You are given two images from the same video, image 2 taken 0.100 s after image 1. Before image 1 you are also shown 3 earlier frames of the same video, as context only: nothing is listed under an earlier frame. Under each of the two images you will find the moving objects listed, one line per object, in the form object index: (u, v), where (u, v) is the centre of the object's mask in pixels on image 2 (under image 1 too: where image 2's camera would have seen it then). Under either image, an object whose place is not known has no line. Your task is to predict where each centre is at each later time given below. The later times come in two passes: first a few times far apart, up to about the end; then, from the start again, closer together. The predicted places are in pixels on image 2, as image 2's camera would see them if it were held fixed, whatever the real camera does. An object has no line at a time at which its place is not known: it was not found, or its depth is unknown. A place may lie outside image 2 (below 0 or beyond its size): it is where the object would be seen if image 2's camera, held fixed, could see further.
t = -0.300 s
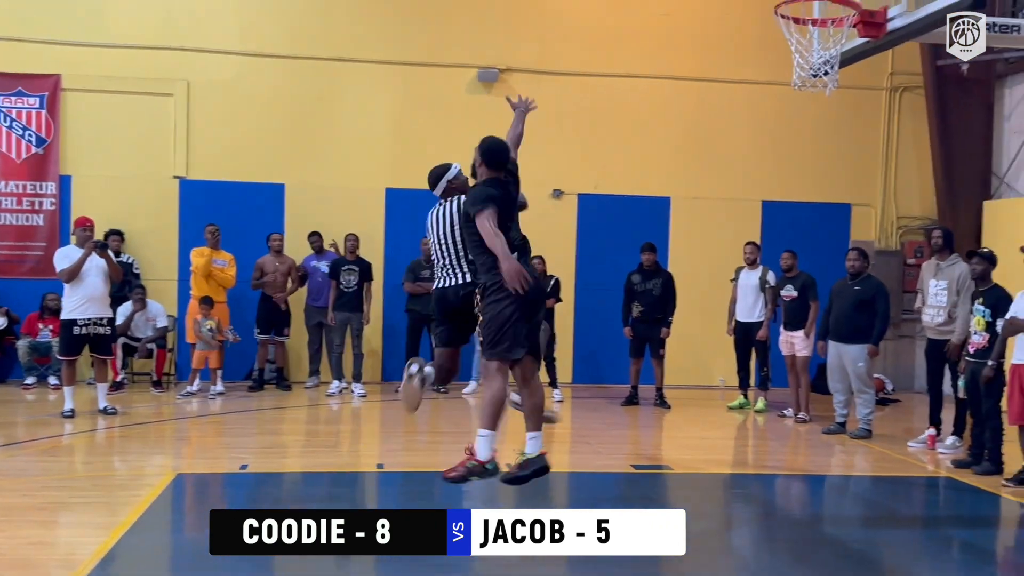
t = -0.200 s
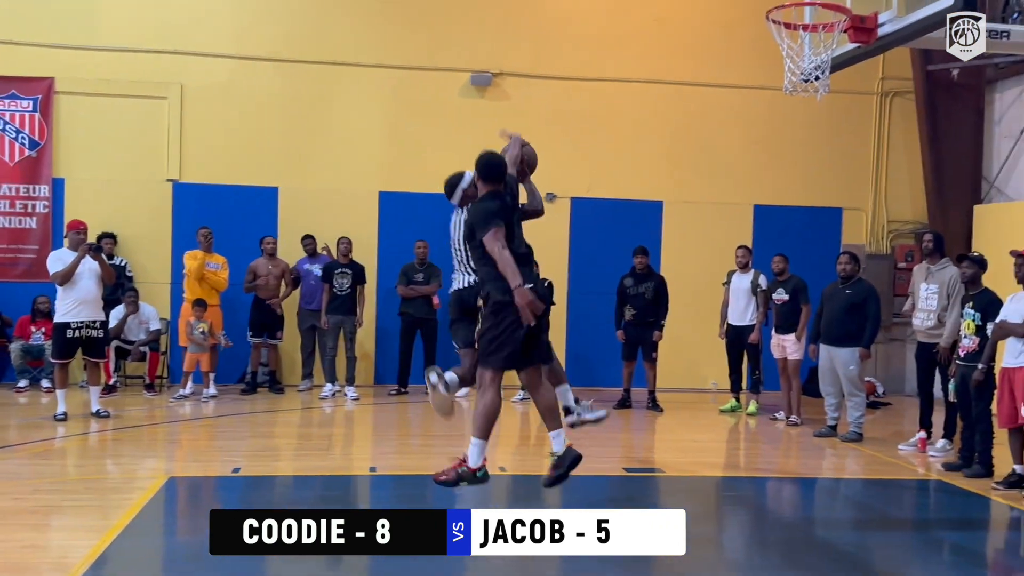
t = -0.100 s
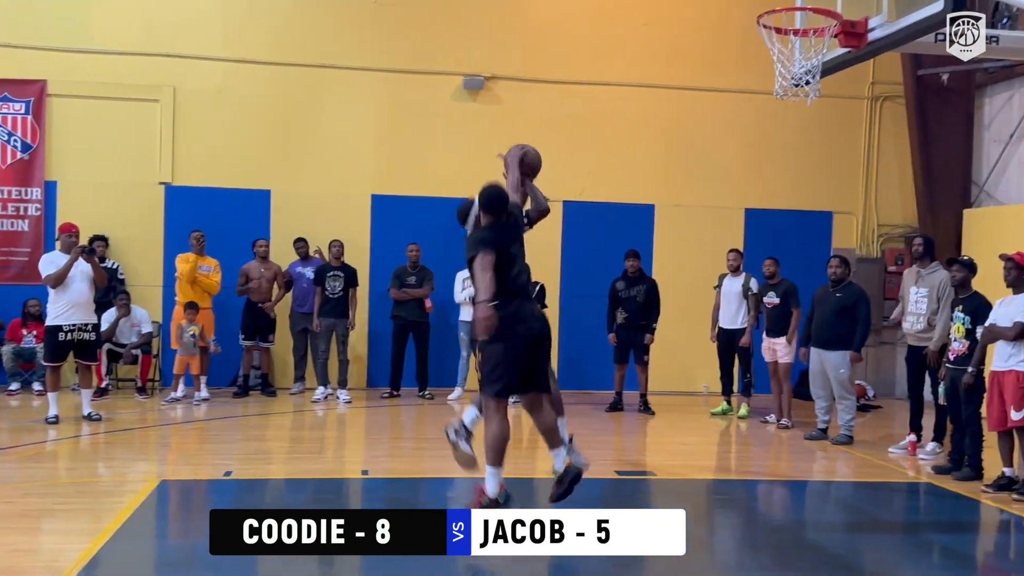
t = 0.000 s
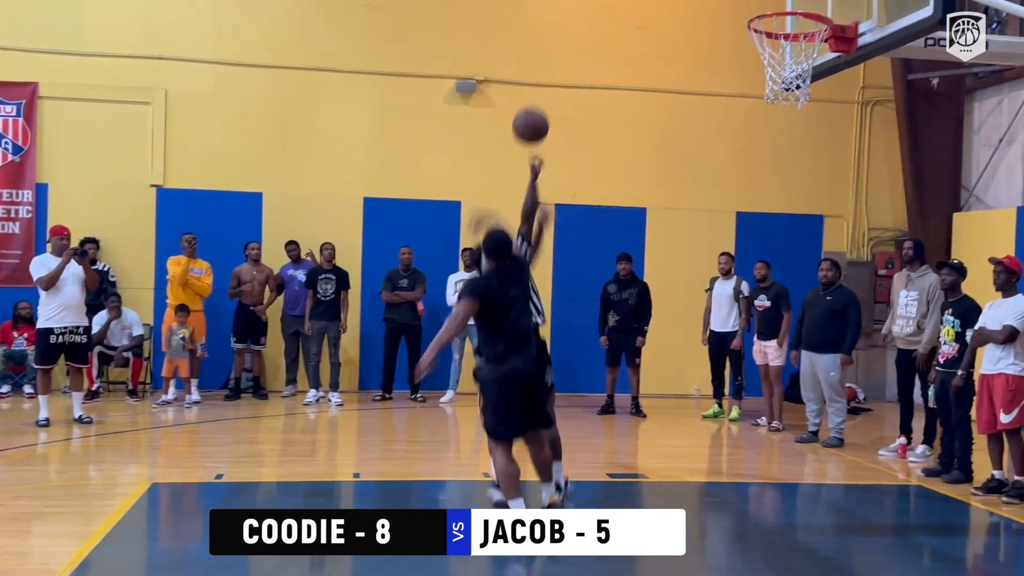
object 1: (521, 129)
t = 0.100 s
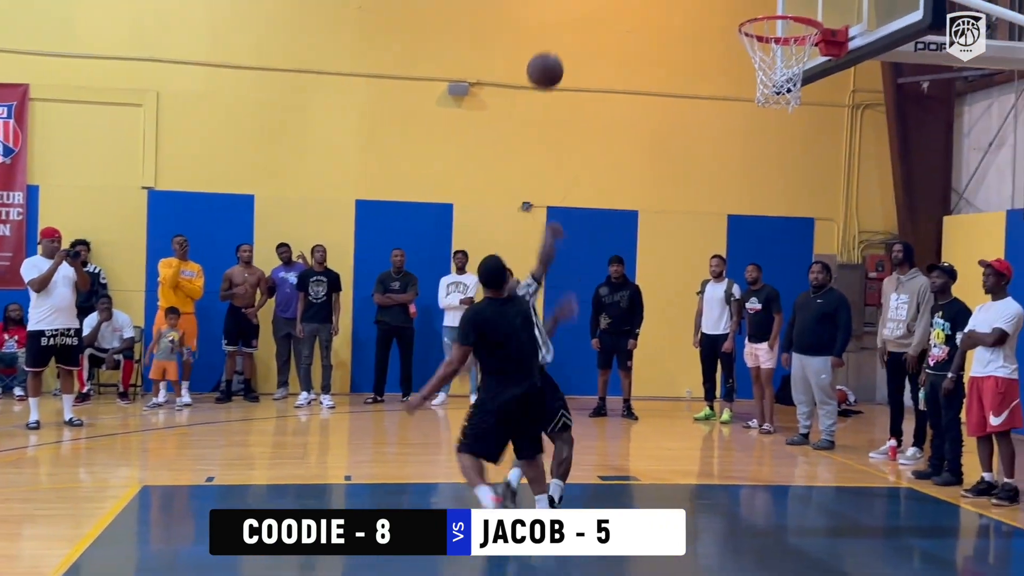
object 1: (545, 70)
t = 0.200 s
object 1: (567, 28)
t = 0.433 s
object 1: (613, -2)
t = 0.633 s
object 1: (649, 20)
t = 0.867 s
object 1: (687, 127)
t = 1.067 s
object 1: (715, 275)
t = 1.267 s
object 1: (752, 475)
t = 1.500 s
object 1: (749, 332)
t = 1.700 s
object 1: (749, 253)
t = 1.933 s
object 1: (749, 229)
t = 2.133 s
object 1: (747, 264)
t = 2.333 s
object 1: (743, 348)
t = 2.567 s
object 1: (741, 445)
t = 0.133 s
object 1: (552, 54)
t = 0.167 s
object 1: (560, 40)
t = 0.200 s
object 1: (567, 28)
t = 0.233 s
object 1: (573, 17)
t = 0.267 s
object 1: (580, 10)
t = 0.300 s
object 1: (587, 6)
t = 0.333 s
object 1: (594, 3)
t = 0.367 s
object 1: (600, 0)
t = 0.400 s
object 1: (607, -1)
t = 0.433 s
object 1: (613, -2)
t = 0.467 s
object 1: (620, -2)
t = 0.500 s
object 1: (626, -2)
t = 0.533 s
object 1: (632, 0)
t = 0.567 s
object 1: (638, 3)
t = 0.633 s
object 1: (649, 20)
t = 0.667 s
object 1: (655, 31)
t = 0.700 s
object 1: (661, 43)
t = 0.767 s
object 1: (672, 72)
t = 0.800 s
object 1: (678, 89)
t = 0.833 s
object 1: (684, 107)
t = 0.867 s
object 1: (687, 127)
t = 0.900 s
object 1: (691, 149)
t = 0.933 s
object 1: (695, 171)
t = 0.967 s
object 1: (701, 195)
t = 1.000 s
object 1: (707, 220)
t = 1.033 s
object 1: (715, 246)
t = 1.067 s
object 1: (715, 275)
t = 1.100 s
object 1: (720, 306)
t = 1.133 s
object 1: (724, 341)
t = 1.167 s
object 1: (729, 369)
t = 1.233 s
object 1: (741, 440)
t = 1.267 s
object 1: (752, 475)
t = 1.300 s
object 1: (756, 477)
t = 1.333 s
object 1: (750, 449)
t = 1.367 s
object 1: (750, 418)
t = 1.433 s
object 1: (748, 376)
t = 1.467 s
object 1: (747, 356)
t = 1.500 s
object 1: (749, 332)
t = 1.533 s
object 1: (749, 319)
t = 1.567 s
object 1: (748, 302)
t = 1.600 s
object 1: (751, 285)
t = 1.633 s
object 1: (750, 273)
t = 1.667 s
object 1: (749, 264)
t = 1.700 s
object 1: (749, 253)
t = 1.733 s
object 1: (750, 245)
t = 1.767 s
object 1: (750, 238)
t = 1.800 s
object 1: (750, 233)
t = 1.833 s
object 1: (749, 230)
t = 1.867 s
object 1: (749, 228)
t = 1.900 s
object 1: (749, 228)
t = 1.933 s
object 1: (749, 229)
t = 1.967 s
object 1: (749, 231)
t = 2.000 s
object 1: (749, 235)
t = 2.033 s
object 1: (748, 240)
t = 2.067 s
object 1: (747, 247)
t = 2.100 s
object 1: (747, 254)
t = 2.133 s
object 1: (747, 264)
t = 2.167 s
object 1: (746, 274)
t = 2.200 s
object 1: (744, 287)
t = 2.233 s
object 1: (744, 301)
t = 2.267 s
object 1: (743, 316)
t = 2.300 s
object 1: (743, 329)
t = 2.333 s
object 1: (743, 348)
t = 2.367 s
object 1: (741, 369)
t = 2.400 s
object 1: (740, 387)
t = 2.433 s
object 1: (740, 407)
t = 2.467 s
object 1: (741, 432)
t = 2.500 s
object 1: (741, 456)
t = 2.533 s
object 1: (741, 463)
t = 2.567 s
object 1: (741, 445)
